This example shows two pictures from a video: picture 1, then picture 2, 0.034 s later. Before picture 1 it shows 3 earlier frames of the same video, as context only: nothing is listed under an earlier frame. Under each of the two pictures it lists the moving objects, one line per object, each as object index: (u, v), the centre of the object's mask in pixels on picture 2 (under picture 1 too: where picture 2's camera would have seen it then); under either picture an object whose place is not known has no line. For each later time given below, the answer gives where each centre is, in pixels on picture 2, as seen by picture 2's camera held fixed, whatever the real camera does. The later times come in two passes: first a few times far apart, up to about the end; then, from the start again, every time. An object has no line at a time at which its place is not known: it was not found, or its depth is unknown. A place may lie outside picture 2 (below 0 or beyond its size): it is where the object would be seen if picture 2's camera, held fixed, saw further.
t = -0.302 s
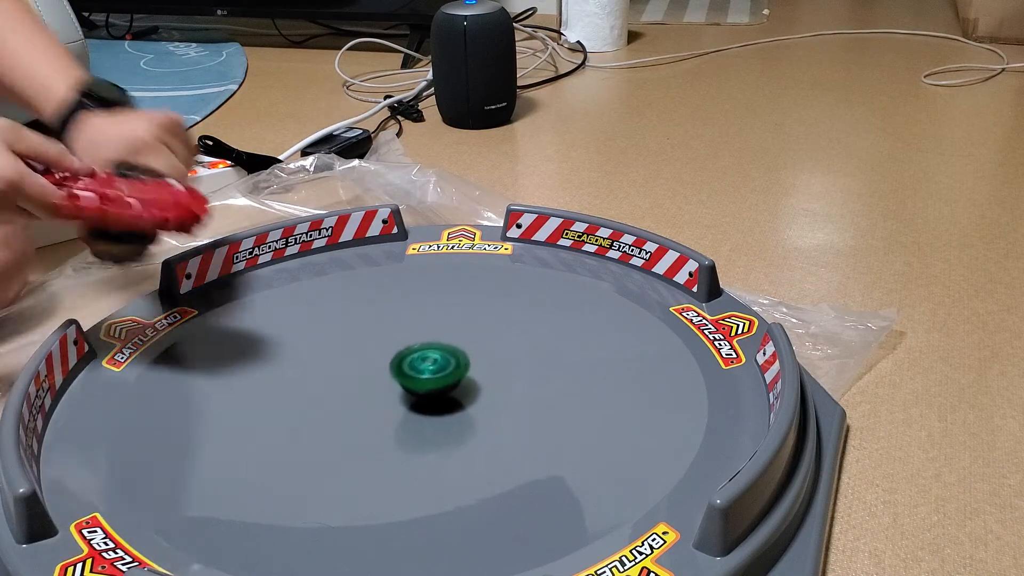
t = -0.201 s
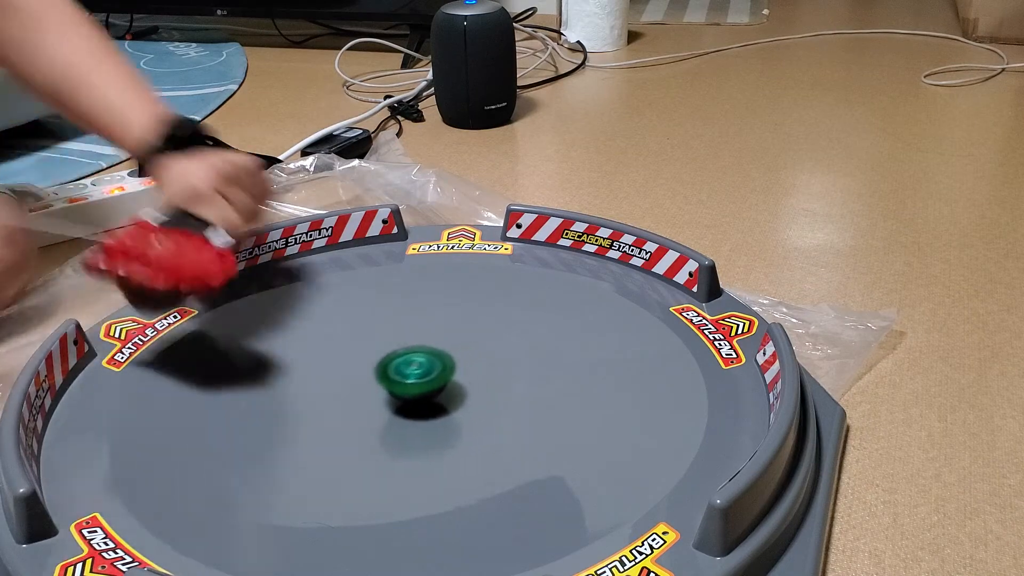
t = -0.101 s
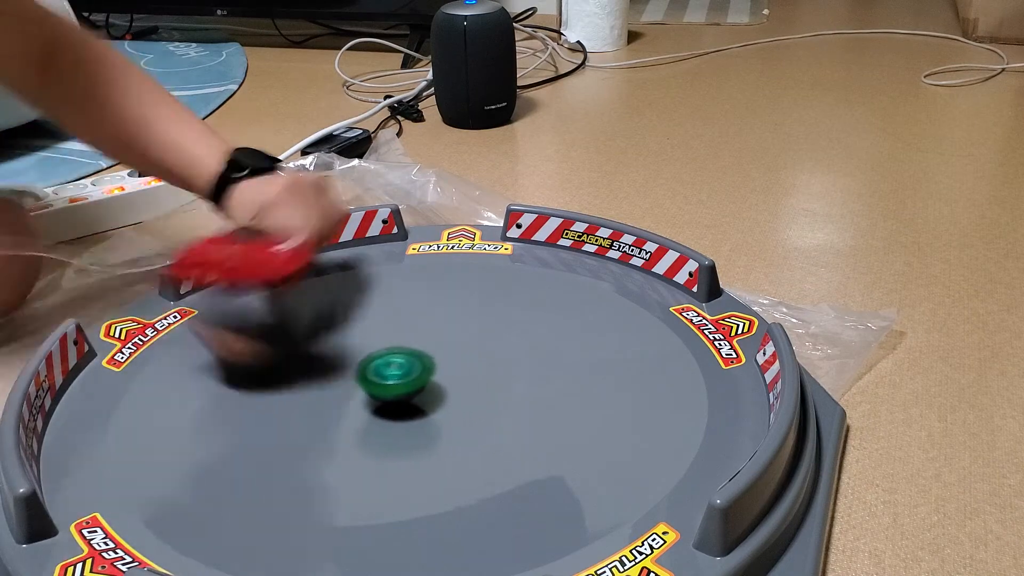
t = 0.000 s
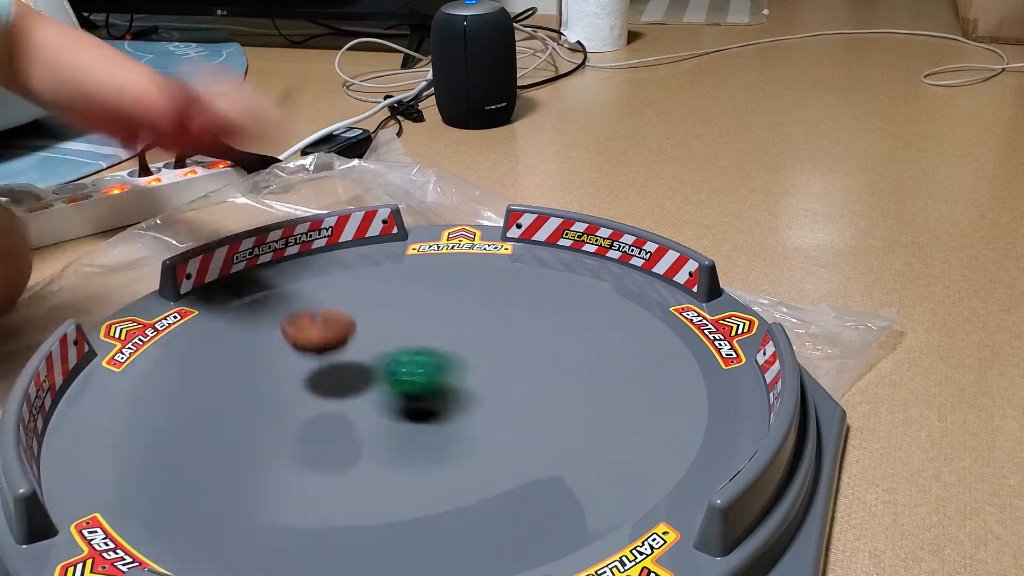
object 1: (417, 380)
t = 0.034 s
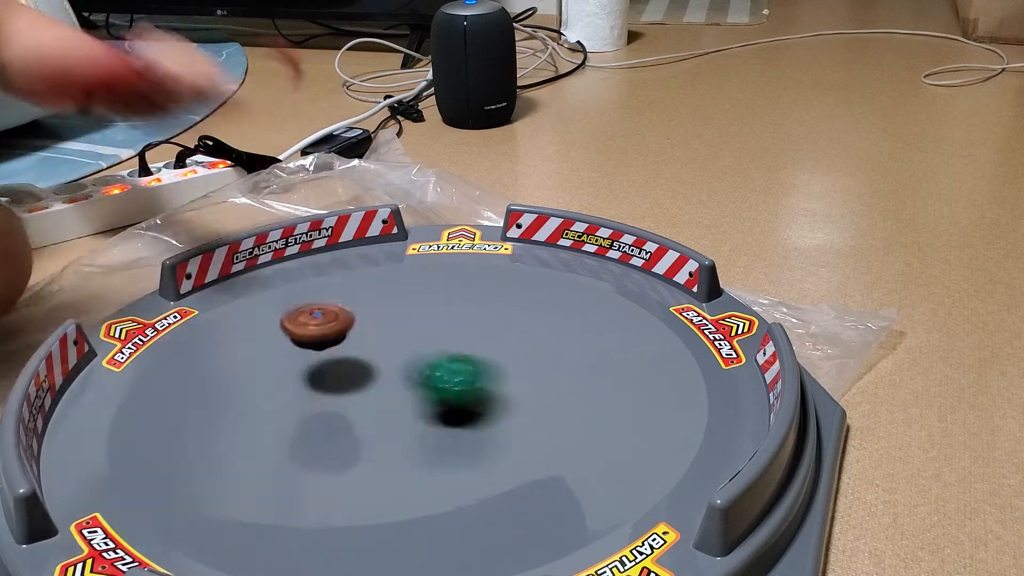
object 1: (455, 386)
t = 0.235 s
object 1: (628, 394)
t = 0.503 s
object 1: (663, 357)
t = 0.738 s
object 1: (582, 337)
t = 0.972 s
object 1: (491, 339)
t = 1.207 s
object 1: (464, 357)
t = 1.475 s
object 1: (450, 386)
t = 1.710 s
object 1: (441, 398)
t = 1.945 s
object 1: (426, 402)
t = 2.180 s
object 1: (416, 398)
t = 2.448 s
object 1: (411, 395)
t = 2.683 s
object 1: (407, 393)
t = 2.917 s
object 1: (387, 399)
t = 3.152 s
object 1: (382, 396)
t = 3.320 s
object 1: (387, 391)
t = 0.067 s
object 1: (491, 389)
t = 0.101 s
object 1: (524, 392)
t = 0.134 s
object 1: (555, 394)
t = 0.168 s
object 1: (583, 396)
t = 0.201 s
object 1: (608, 395)
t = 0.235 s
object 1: (628, 394)
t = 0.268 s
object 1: (645, 391)
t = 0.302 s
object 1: (658, 389)
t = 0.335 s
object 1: (667, 385)
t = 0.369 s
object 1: (671, 380)
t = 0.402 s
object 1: (673, 375)
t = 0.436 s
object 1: (671, 370)
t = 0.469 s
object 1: (669, 366)
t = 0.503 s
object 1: (663, 357)
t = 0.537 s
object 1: (656, 354)
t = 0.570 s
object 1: (646, 347)
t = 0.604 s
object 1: (636, 346)
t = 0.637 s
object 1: (624, 341)
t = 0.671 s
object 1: (610, 338)
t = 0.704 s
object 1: (597, 337)
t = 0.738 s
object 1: (582, 337)
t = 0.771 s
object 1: (568, 336)
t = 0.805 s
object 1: (553, 336)
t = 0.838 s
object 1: (538, 336)
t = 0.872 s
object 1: (524, 337)
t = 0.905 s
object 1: (511, 338)
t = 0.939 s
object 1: (500, 338)
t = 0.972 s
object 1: (491, 339)
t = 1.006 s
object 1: (482, 341)
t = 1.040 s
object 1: (476, 342)
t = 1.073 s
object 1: (471, 344)
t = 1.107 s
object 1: (468, 347)
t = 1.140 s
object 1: (466, 350)
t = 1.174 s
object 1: (465, 353)
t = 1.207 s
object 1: (464, 357)
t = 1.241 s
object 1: (463, 361)
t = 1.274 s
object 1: (461, 365)
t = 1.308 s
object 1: (459, 369)
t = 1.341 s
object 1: (457, 372)
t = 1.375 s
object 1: (455, 376)
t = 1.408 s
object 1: (453, 379)
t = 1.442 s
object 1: (452, 384)
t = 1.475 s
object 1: (450, 386)
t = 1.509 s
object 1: (449, 388)
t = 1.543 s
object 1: (447, 390)
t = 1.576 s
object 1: (446, 392)
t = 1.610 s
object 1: (445, 393)
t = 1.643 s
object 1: (444, 395)
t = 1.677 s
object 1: (442, 396)
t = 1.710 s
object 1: (441, 398)
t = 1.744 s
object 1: (439, 399)
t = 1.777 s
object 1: (437, 399)
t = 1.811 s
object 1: (435, 400)
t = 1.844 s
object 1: (433, 401)
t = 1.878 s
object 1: (431, 402)
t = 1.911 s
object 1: (429, 402)
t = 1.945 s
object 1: (426, 402)
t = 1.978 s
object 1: (423, 401)
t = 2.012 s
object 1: (421, 400)
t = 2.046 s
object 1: (420, 400)
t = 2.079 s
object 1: (419, 399)
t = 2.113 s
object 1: (417, 399)
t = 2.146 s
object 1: (417, 398)
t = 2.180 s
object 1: (416, 398)
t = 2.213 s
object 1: (415, 397)
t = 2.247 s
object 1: (414, 397)
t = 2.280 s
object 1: (413, 397)
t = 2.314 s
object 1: (413, 397)
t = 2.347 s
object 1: (412, 397)
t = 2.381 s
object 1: (412, 396)
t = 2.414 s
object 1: (411, 395)
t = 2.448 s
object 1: (411, 395)
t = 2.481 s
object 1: (411, 394)
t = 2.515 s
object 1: (411, 394)
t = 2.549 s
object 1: (410, 393)
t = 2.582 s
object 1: (410, 393)
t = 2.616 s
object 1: (408, 393)
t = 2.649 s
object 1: (408, 393)
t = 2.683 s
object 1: (407, 393)
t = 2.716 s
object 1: (404, 394)
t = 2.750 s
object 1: (401, 396)
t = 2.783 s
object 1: (398, 397)
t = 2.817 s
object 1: (395, 398)
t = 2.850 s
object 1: (392, 398)
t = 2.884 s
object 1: (389, 398)
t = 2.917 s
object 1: (387, 399)
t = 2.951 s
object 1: (386, 399)
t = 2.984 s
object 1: (385, 399)
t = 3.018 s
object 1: (384, 398)
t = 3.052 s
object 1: (384, 398)
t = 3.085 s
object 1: (384, 397)
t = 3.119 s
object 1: (383, 396)
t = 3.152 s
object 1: (382, 396)
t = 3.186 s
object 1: (383, 395)
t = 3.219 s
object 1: (384, 394)
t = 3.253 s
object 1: (385, 392)
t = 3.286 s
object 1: (386, 392)
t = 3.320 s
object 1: (387, 391)
